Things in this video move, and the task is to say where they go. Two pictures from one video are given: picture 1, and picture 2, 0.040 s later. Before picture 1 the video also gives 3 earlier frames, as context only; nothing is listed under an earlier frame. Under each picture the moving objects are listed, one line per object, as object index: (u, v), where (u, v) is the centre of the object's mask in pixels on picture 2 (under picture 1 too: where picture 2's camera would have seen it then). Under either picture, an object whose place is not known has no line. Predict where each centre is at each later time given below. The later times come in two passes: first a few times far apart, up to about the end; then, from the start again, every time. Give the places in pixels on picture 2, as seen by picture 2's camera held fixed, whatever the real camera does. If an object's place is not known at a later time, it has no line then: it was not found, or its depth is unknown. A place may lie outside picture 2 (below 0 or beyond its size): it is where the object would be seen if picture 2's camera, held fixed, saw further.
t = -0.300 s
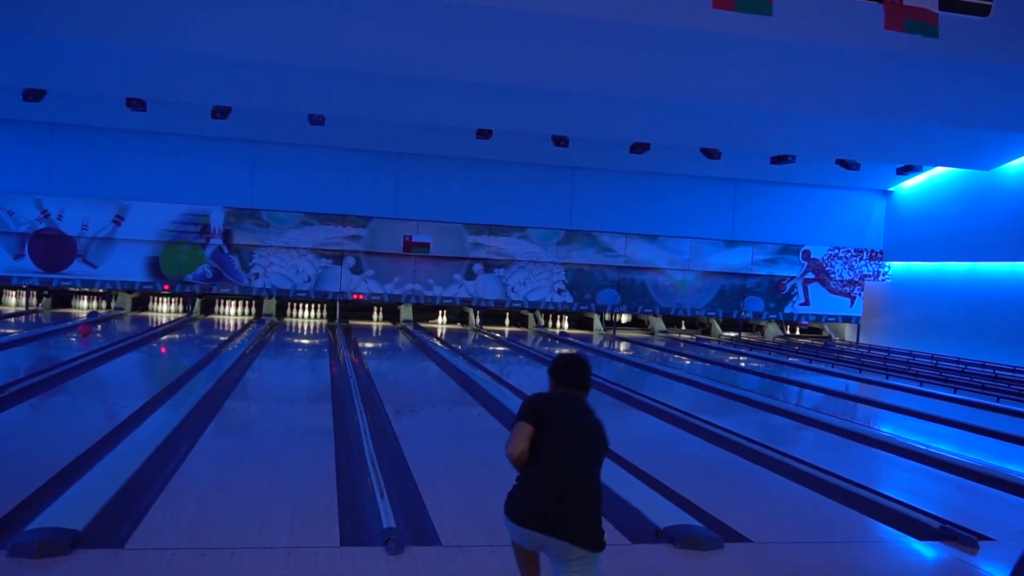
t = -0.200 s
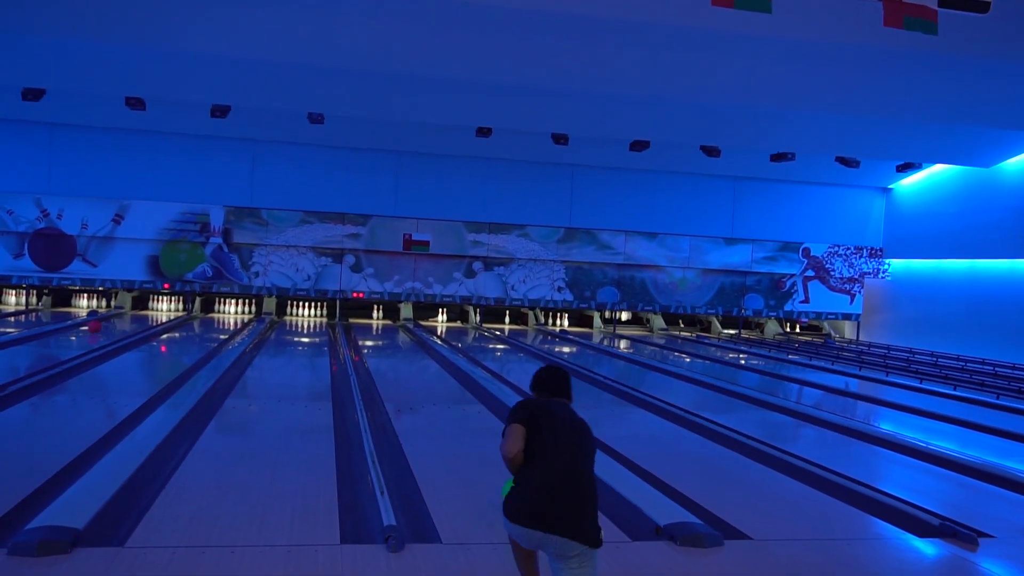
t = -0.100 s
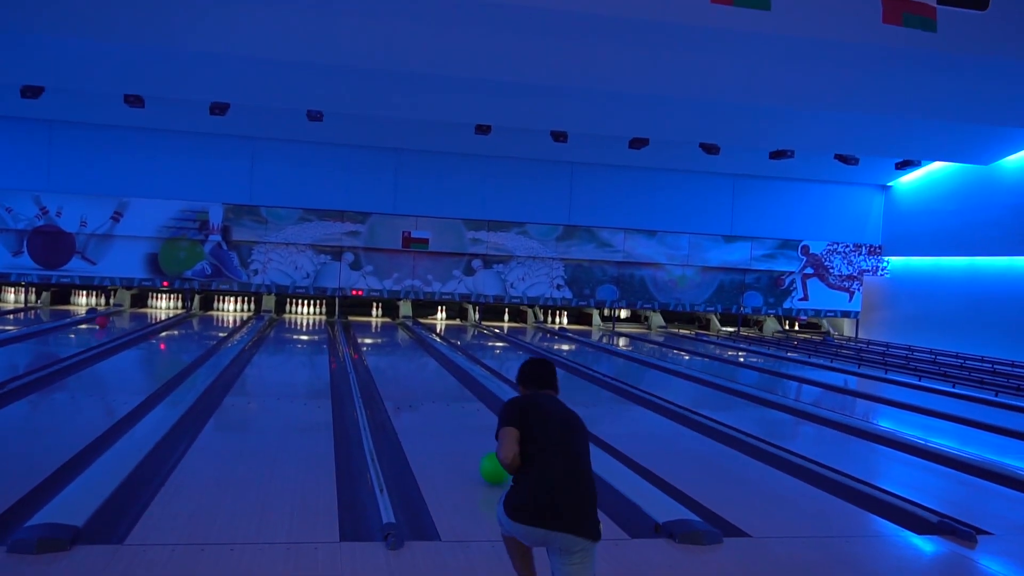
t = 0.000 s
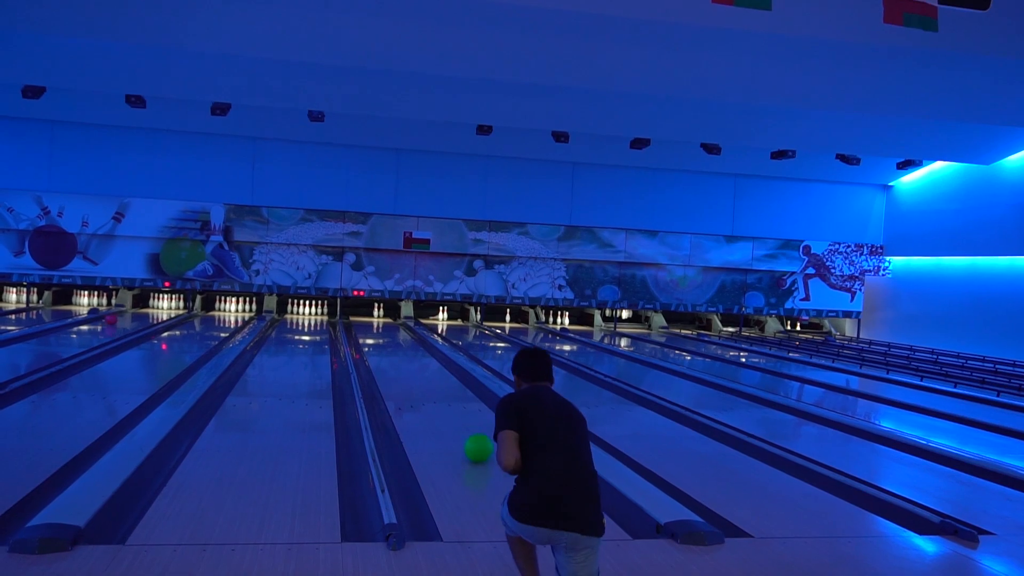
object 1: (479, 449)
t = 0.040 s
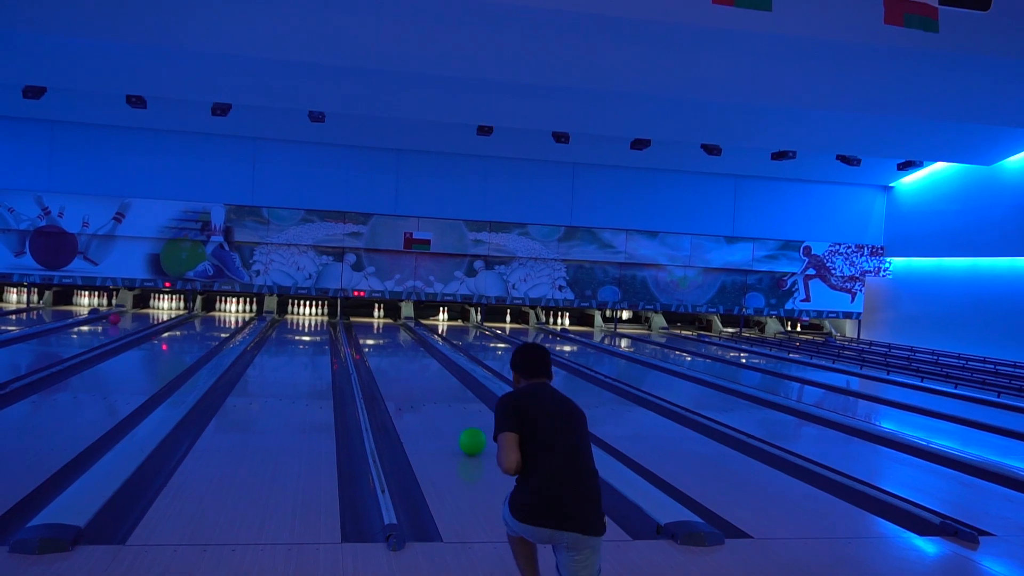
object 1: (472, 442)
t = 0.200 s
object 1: (451, 417)
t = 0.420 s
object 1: (432, 393)
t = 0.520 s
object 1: (424, 385)
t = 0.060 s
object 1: (470, 438)
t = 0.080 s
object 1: (467, 435)
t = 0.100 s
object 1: (464, 432)
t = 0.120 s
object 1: (461, 428)
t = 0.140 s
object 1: (459, 425)
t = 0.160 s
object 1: (456, 423)
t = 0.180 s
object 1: (454, 420)
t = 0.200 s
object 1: (451, 417)
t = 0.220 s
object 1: (449, 414)
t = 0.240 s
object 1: (447, 412)
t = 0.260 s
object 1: (445, 410)
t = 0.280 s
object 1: (443, 408)
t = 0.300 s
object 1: (441, 405)
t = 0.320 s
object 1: (439, 403)
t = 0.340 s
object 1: (438, 400)
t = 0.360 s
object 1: (436, 399)
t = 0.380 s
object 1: (435, 397)
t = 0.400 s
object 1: (433, 395)
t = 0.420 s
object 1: (432, 393)
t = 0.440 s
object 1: (430, 391)
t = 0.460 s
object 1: (428, 389)
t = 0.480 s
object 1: (427, 387)
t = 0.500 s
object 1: (426, 386)
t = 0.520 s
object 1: (424, 385)
